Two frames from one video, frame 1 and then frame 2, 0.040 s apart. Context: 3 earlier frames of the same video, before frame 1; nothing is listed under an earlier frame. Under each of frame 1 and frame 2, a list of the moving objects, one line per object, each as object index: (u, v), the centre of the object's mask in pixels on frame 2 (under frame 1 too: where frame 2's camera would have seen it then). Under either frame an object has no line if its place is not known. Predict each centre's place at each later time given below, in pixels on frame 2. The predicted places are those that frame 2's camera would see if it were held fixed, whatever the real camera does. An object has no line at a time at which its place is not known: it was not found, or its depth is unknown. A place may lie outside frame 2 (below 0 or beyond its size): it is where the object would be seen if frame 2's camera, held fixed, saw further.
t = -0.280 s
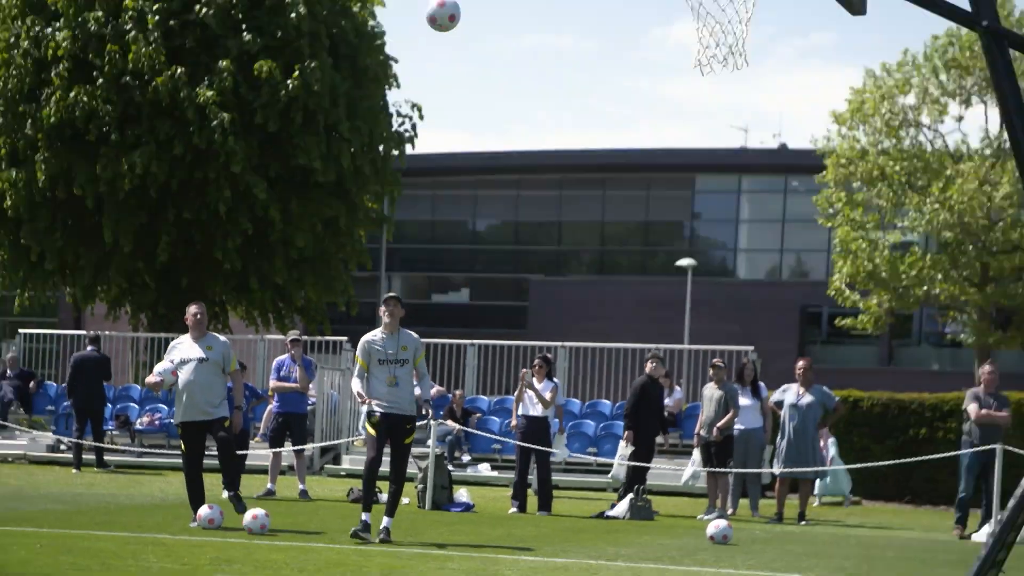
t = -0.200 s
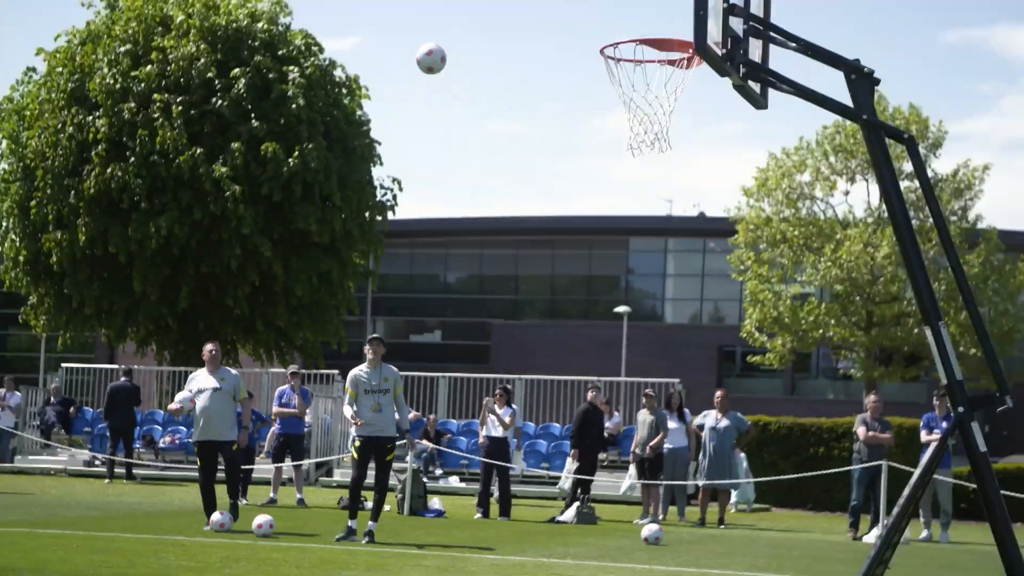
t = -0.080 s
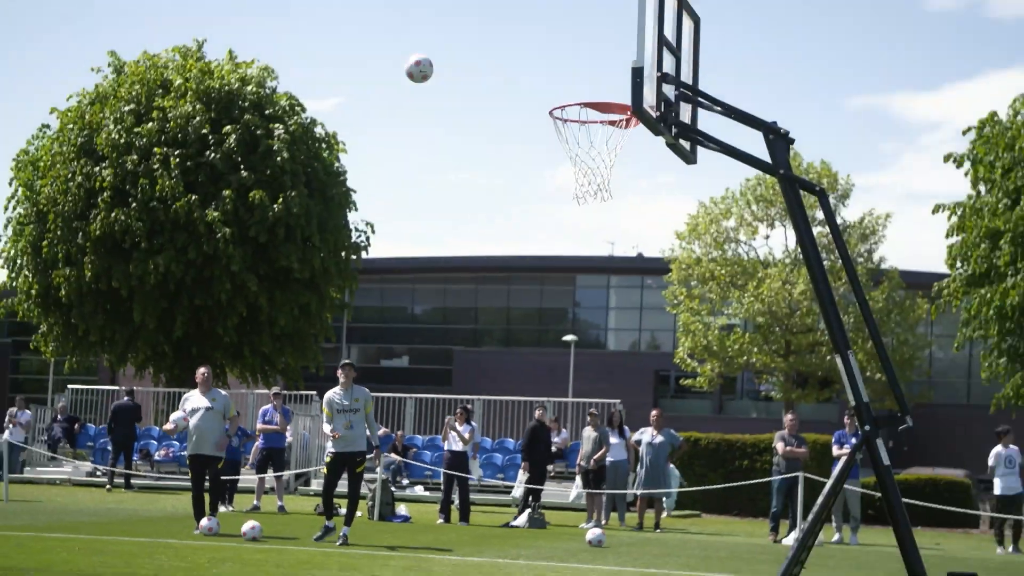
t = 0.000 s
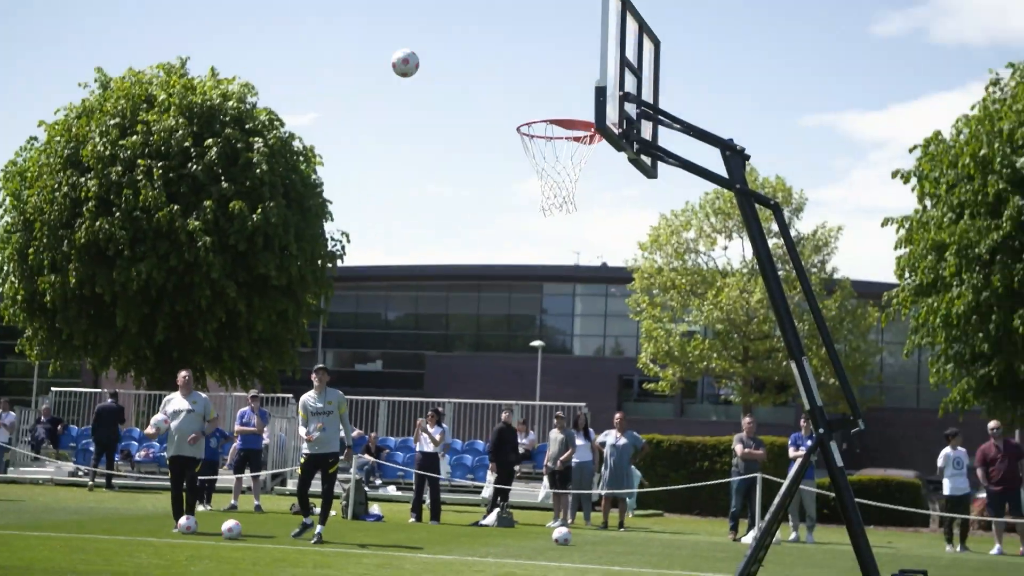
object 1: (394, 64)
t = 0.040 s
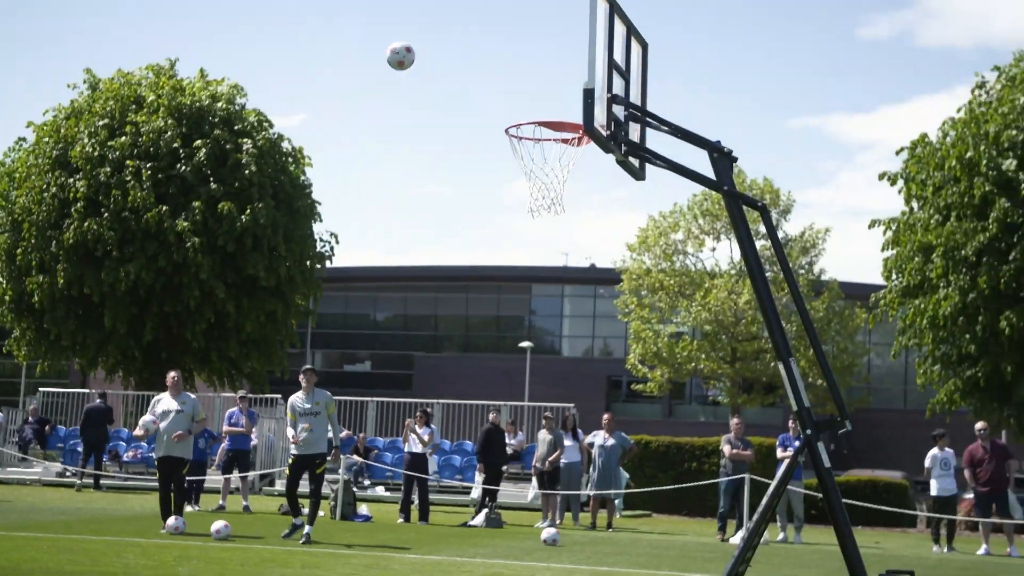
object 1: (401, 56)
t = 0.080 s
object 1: (407, 49)
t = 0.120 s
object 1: (414, 44)
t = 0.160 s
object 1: (420, 41)
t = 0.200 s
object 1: (427, 40)
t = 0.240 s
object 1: (434, 41)
